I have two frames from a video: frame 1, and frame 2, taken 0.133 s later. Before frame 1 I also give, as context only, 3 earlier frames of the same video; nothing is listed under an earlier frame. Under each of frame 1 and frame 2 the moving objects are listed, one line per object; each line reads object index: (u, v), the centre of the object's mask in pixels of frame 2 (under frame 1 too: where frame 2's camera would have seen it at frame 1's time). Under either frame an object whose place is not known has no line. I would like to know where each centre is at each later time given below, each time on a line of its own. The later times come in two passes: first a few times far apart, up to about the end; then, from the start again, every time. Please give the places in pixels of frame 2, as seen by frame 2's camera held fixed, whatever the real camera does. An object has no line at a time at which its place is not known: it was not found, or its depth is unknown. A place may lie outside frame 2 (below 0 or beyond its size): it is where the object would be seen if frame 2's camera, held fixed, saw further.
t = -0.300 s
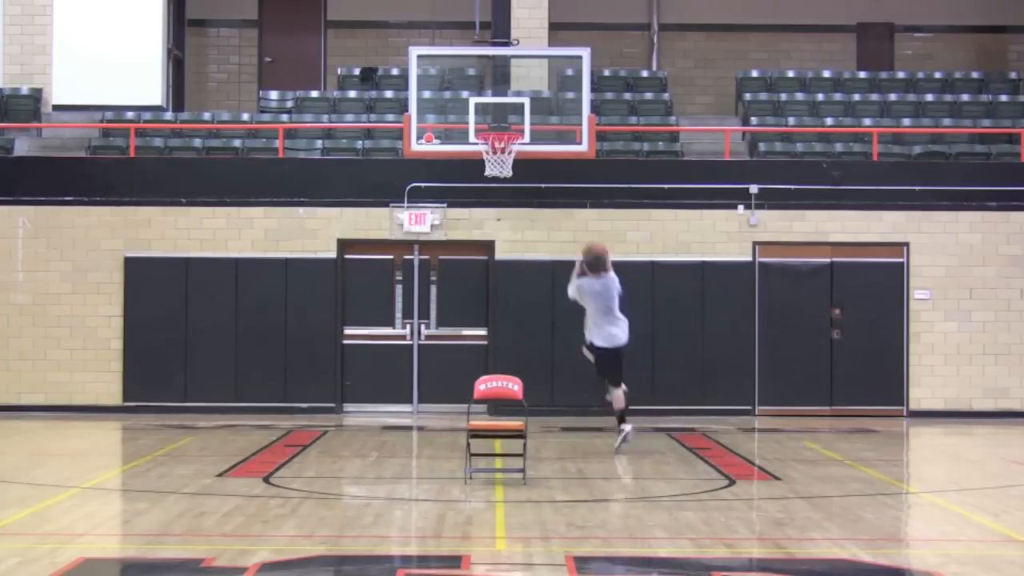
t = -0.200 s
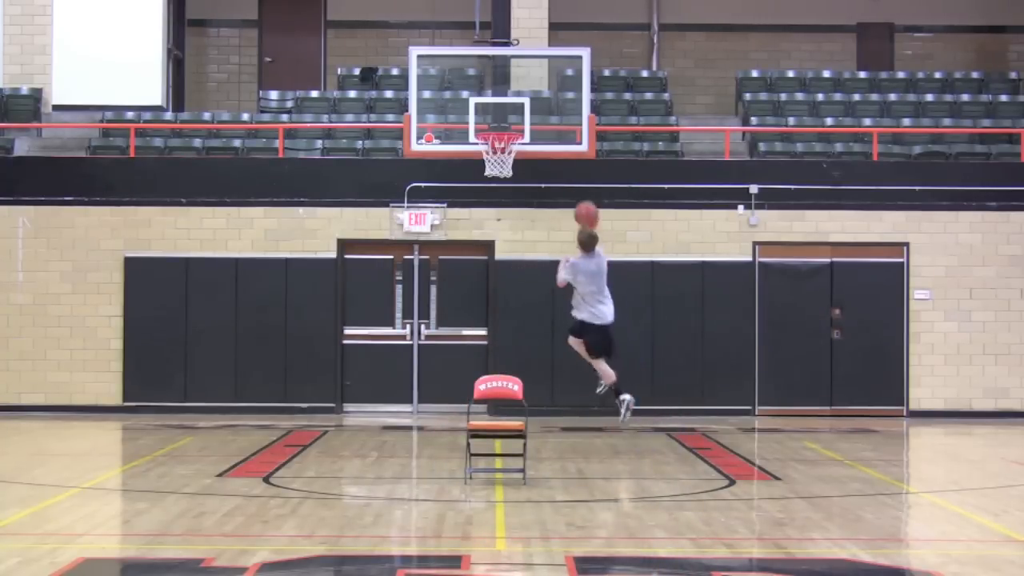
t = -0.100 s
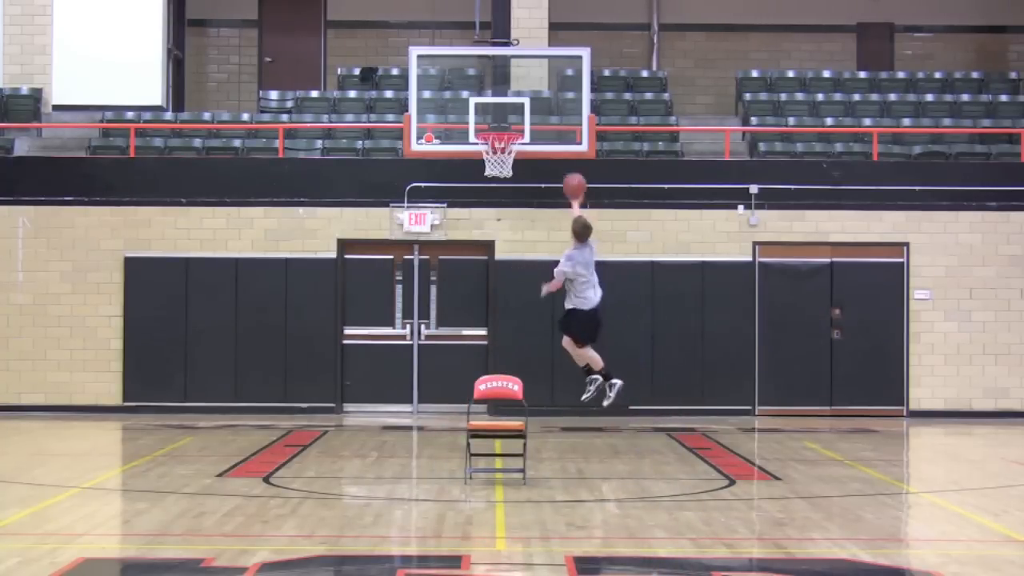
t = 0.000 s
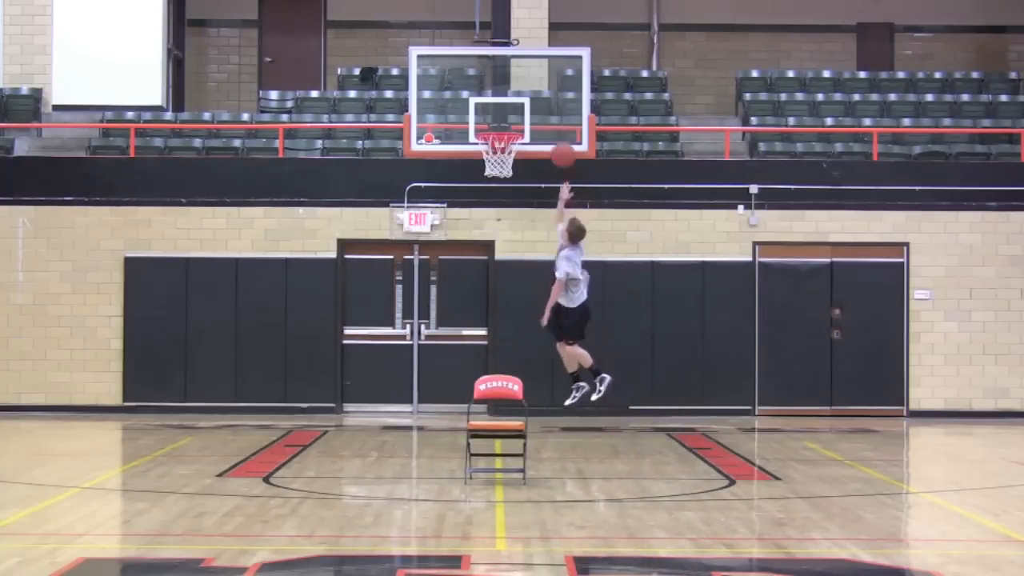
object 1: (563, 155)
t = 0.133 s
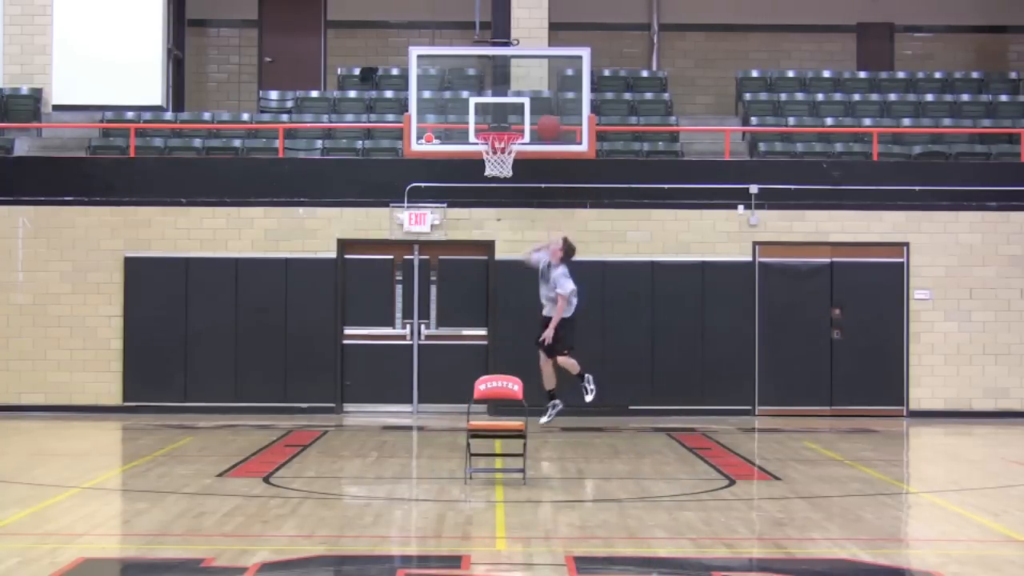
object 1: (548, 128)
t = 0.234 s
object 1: (536, 117)
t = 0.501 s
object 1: (515, 117)
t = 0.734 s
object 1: (510, 164)
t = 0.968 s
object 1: (492, 197)
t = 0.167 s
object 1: (544, 123)
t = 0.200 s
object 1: (541, 119)
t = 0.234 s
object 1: (536, 117)
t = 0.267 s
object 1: (534, 117)
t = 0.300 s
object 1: (530, 117)
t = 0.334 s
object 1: (527, 114)
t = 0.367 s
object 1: (525, 113)
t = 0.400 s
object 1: (523, 113)
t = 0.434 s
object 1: (520, 114)
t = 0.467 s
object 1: (518, 116)
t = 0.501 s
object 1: (515, 117)
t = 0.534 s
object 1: (513, 121)
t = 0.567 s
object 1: (511, 124)
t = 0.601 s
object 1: (507, 127)
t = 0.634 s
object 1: (505, 145)
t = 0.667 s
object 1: (502, 147)
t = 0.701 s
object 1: (505, 149)
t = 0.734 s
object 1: (510, 164)
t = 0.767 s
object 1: (501, 172)
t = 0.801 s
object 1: (499, 173)
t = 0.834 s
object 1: (498, 174)
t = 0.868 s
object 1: (496, 177)
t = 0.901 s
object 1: (495, 182)
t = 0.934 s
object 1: (494, 188)
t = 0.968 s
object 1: (492, 197)
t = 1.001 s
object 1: (492, 205)
